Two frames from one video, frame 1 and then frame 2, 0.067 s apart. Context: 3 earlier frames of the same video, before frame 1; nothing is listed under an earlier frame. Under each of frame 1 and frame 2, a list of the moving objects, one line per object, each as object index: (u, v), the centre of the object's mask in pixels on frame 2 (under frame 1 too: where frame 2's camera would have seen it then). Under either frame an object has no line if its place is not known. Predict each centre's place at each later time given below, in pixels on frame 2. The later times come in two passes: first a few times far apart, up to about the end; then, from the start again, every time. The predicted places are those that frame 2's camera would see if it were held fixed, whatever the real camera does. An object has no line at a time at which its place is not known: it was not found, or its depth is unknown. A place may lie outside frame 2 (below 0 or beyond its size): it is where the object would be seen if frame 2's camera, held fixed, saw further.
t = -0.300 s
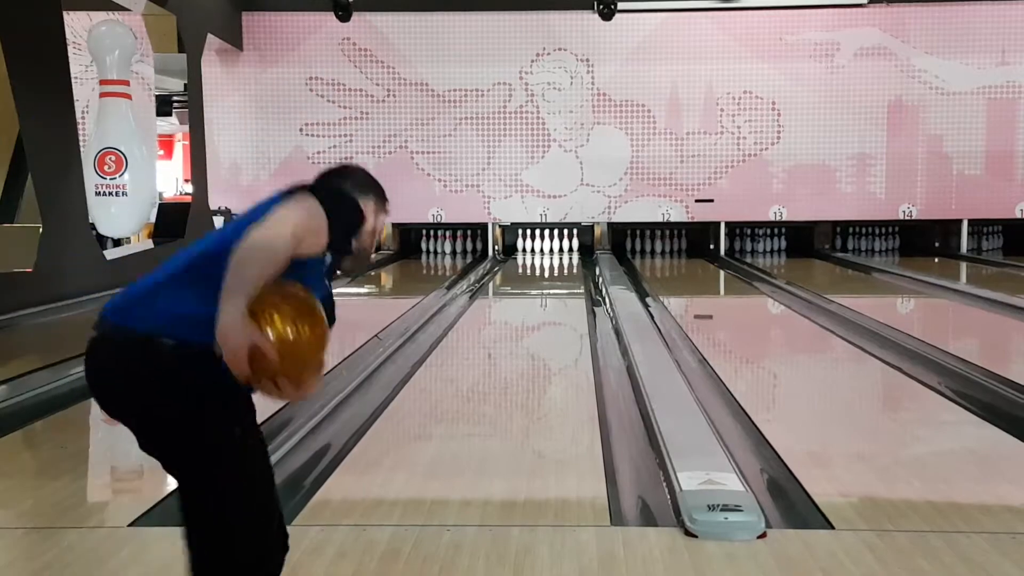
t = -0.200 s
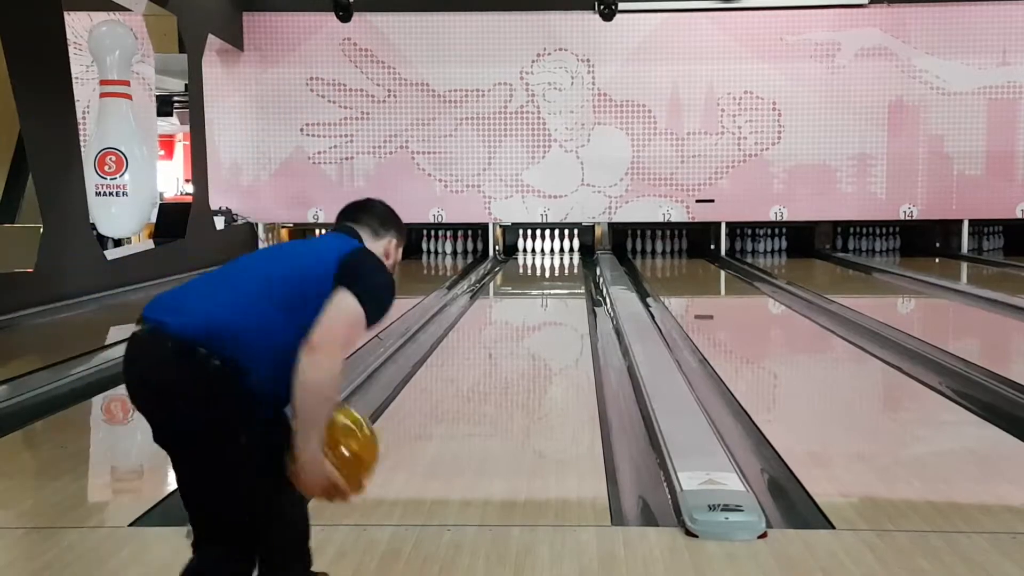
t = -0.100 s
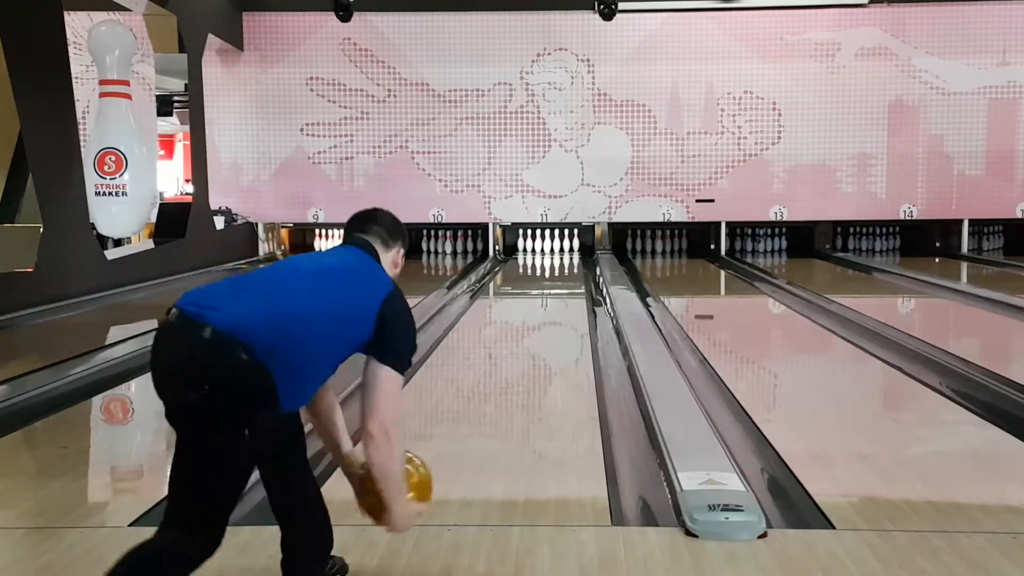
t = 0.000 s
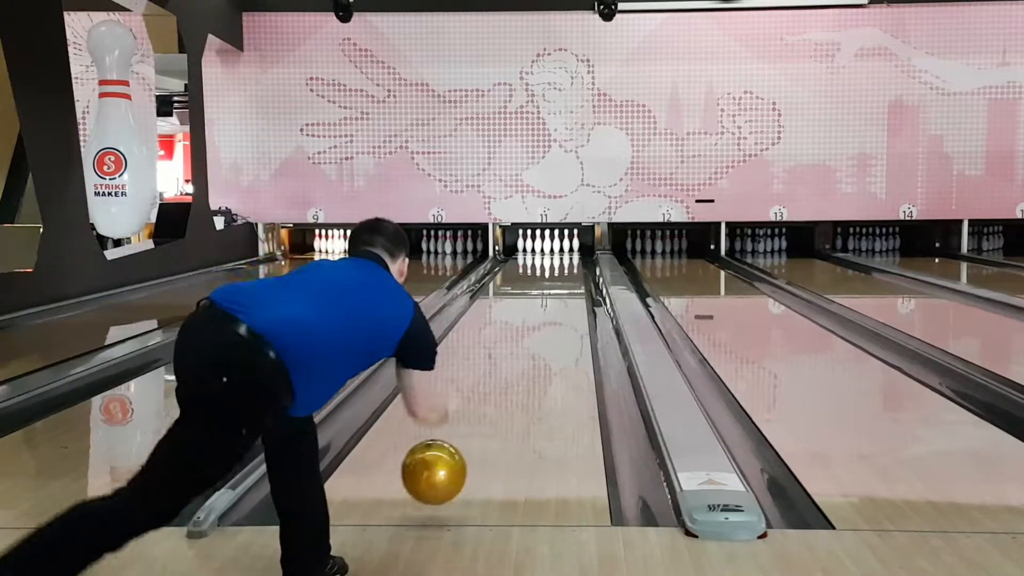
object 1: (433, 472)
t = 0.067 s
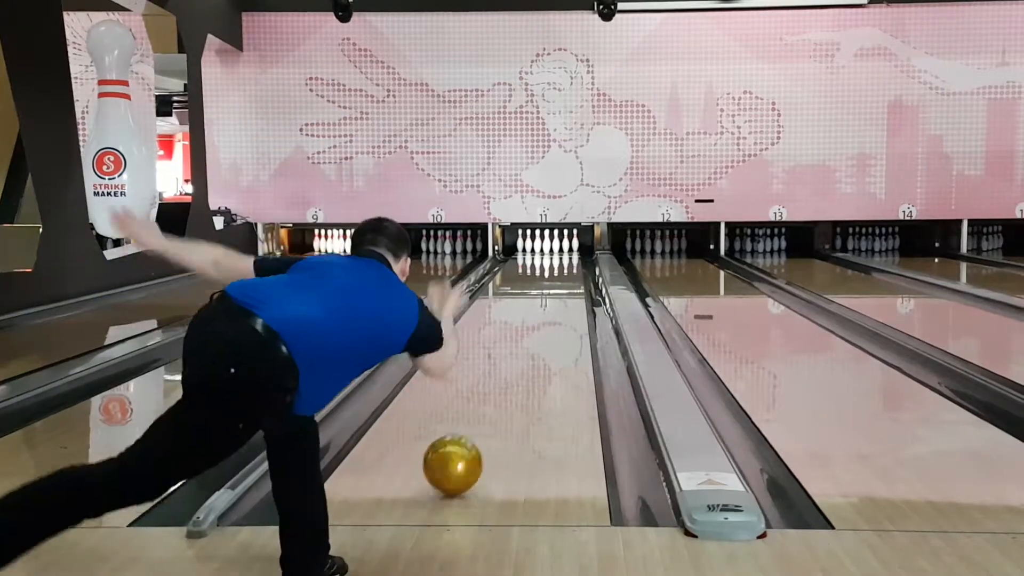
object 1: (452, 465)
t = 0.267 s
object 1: (493, 407)
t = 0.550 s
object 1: (528, 355)
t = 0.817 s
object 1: (548, 325)
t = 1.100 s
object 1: (561, 303)
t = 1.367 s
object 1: (569, 288)
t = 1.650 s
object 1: (572, 276)
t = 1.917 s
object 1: (573, 267)
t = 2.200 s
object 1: (570, 260)
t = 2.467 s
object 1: (563, 254)
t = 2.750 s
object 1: (555, 249)
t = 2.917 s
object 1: (554, 247)
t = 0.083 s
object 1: (457, 458)
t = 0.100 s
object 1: (460, 453)
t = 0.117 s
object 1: (465, 447)
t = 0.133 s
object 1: (468, 443)
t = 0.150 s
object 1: (472, 438)
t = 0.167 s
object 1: (475, 434)
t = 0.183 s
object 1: (479, 427)
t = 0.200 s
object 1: (482, 423)
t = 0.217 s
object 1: (485, 419)
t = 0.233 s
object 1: (488, 415)
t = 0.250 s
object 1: (490, 411)
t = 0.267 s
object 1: (493, 407)
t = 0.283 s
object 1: (496, 403)
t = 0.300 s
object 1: (498, 398)
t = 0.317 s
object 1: (501, 396)
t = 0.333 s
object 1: (503, 393)
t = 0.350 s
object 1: (506, 386)
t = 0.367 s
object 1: (508, 385)
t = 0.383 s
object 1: (510, 384)
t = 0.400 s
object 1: (512, 378)
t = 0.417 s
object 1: (514, 378)
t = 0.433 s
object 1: (516, 374)
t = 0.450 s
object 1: (517, 370)
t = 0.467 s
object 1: (520, 367)
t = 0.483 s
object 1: (521, 366)
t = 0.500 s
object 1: (523, 363)
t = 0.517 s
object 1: (525, 360)
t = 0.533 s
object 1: (526, 357)
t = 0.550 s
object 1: (528, 355)
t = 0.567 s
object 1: (529, 353)
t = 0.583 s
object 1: (530, 351)
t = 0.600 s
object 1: (532, 348)
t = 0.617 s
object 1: (533, 346)
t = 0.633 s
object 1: (535, 344)
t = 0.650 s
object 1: (536, 342)
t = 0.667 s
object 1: (537, 340)
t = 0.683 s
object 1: (538, 339)
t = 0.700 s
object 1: (540, 337)
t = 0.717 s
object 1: (541, 335)
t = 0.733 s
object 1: (542, 333)
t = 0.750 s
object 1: (543, 331)
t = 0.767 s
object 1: (544, 330)
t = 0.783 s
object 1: (545, 328)
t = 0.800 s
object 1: (546, 326)
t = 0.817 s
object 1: (548, 325)
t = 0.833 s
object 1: (548, 323)
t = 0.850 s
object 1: (549, 321)
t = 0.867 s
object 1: (550, 320)
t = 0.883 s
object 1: (551, 319)
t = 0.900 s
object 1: (552, 317)
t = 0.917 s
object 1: (553, 316)
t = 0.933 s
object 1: (554, 315)
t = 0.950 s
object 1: (555, 313)
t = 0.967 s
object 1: (556, 312)
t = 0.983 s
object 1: (556, 311)
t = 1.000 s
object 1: (557, 310)
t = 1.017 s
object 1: (558, 309)
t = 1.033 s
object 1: (558, 307)
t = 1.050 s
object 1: (559, 306)
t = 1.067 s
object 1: (560, 305)
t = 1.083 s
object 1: (560, 304)
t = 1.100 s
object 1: (561, 303)
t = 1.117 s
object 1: (562, 302)
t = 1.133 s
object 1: (562, 301)
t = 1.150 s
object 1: (563, 300)
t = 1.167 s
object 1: (563, 299)
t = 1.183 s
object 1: (564, 298)
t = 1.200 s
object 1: (564, 297)
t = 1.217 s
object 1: (565, 296)
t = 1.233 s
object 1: (565, 295)
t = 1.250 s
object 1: (566, 294)
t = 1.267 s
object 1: (566, 293)
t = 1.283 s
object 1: (567, 292)
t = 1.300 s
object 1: (568, 291)
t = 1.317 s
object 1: (568, 290)
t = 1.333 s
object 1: (568, 290)
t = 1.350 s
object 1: (569, 289)
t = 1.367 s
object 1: (569, 288)
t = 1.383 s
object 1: (569, 287)
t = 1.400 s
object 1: (570, 287)
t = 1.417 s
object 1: (570, 286)
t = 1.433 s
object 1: (570, 285)
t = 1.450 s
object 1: (570, 284)
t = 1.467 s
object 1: (571, 284)
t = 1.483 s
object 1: (571, 283)
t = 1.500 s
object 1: (571, 282)
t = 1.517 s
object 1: (571, 282)
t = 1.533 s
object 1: (572, 281)
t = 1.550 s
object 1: (572, 279)
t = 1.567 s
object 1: (572, 279)
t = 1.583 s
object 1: (572, 278)
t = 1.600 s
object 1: (572, 278)
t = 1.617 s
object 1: (572, 277)
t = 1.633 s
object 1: (573, 277)
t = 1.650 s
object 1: (572, 276)
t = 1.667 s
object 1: (572, 275)
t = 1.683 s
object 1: (572, 275)
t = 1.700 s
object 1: (573, 274)
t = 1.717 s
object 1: (573, 274)
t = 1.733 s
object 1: (572, 273)
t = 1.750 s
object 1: (573, 273)
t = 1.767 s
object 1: (572, 272)
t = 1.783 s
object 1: (573, 272)
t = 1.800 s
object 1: (572, 271)
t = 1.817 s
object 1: (573, 270)
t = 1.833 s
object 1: (573, 270)
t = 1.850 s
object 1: (573, 269)
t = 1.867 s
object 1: (573, 268)
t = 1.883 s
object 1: (573, 268)
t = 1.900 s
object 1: (573, 267)
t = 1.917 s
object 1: (573, 267)
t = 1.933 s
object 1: (573, 267)
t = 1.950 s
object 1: (573, 266)
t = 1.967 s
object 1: (573, 265)
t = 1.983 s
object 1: (573, 265)
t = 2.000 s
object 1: (573, 264)
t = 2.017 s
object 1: (573, 264)
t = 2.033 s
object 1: (573, 264)
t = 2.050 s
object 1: (572, 264)
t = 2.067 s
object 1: (572, 263)
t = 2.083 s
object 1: (572, 263)
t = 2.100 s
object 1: (572, 262)
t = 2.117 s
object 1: (572, 262)
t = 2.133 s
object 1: (572, 261)
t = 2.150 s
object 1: (571, 261)
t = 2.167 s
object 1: (571, 261)
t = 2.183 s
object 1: (571, 260)
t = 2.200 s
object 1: (570, 260)
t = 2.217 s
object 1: (570, 259)
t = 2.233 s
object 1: (570, 259)
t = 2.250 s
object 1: (570, 258)
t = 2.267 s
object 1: (569, 258)
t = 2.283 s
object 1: (569, 258)
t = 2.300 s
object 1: (569, 257)
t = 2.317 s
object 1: (568, 257)
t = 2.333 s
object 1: (567, 256)
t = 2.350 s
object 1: (567, 256)
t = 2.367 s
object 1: (567, 256)
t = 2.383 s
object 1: (566, 255)
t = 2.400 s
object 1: (565, 254)
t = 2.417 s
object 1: (565, 254)
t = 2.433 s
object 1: (565, 254)
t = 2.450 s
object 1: (564, 254)
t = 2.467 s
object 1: (563, 254)
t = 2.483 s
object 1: (562, 253)
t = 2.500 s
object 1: (561, 253)
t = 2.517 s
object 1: (561, 253)
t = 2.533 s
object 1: (561, 252)
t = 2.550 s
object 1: (560, 252)
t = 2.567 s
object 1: (559, 252)
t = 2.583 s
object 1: (559, 252)
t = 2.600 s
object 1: (558, 251)
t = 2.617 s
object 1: (558, 251)
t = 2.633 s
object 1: (558, 251)
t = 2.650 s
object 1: (557, 250)
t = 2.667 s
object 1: (557, 251)
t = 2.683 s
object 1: (556, 251)
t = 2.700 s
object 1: (556, 250)
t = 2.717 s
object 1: (555, 250)
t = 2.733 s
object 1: (555, 249)
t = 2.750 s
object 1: (555, 249)
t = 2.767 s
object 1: (554, 249)
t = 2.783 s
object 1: (553, 249)
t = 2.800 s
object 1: (553, 248)
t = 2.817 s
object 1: (553, 248)
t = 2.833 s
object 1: (553, 248)
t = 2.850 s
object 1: (553, 248)
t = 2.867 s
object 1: (554, 248)
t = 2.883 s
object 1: (554, 247)
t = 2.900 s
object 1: (554, 247)
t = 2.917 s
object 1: (554, 247)
